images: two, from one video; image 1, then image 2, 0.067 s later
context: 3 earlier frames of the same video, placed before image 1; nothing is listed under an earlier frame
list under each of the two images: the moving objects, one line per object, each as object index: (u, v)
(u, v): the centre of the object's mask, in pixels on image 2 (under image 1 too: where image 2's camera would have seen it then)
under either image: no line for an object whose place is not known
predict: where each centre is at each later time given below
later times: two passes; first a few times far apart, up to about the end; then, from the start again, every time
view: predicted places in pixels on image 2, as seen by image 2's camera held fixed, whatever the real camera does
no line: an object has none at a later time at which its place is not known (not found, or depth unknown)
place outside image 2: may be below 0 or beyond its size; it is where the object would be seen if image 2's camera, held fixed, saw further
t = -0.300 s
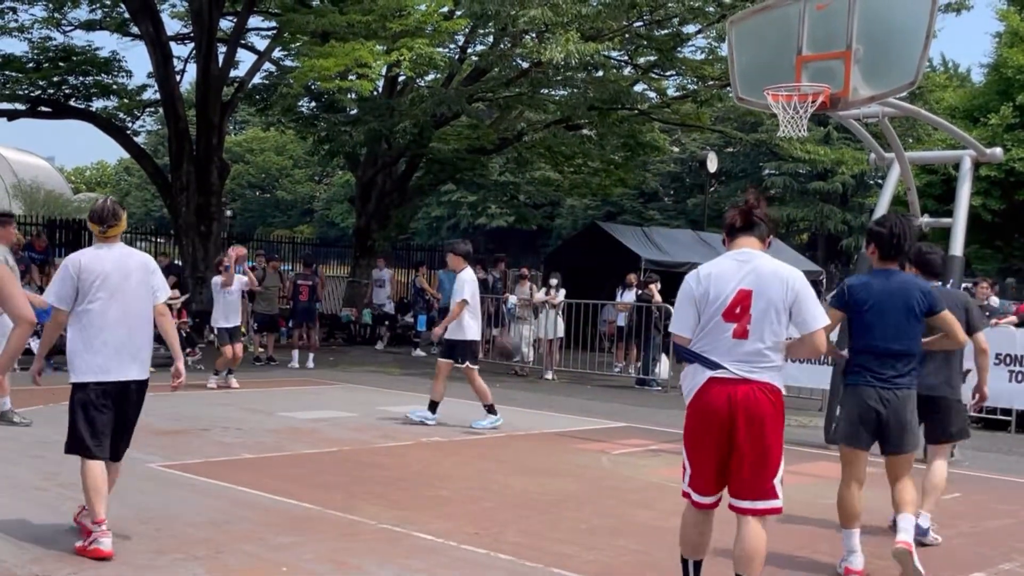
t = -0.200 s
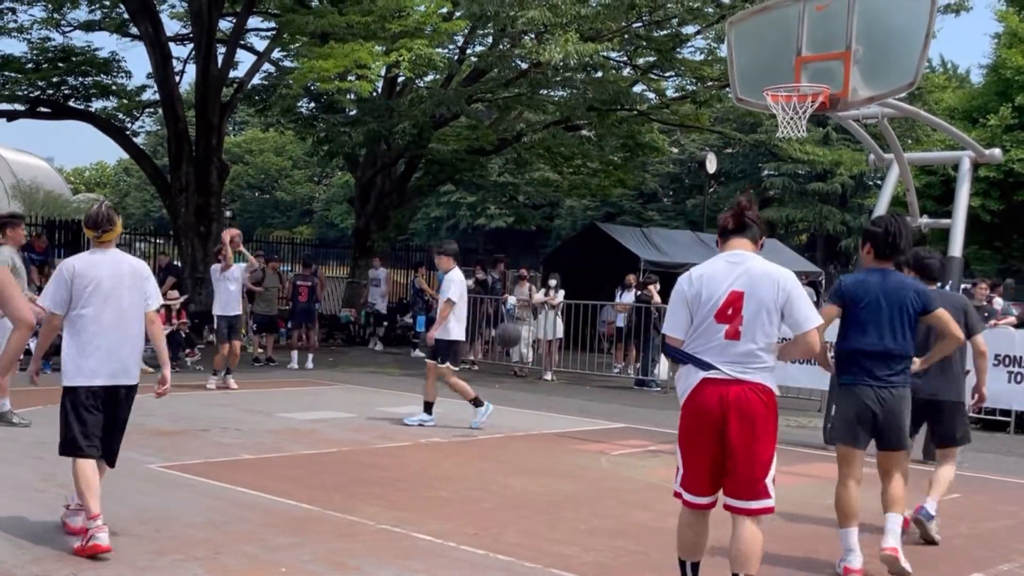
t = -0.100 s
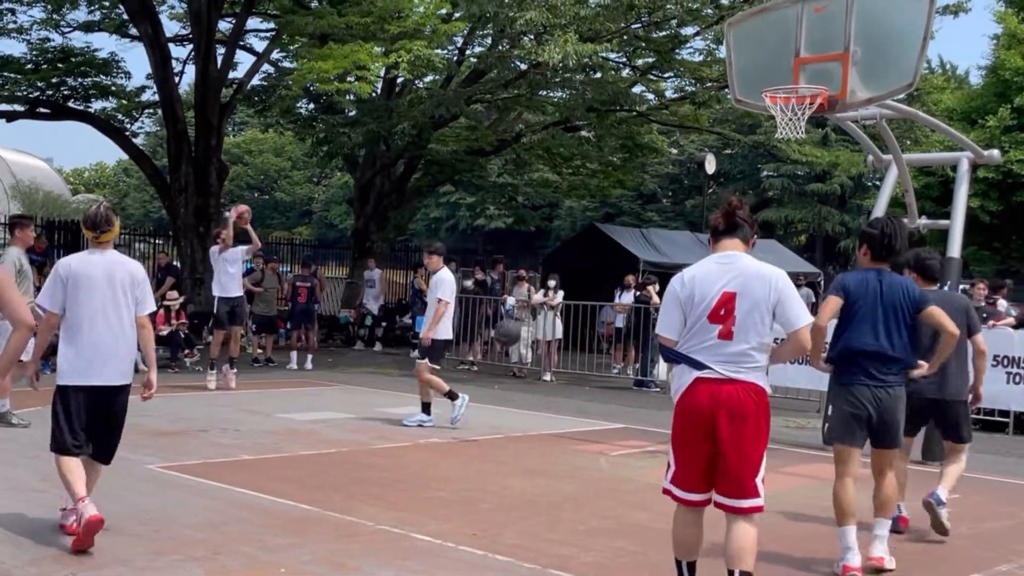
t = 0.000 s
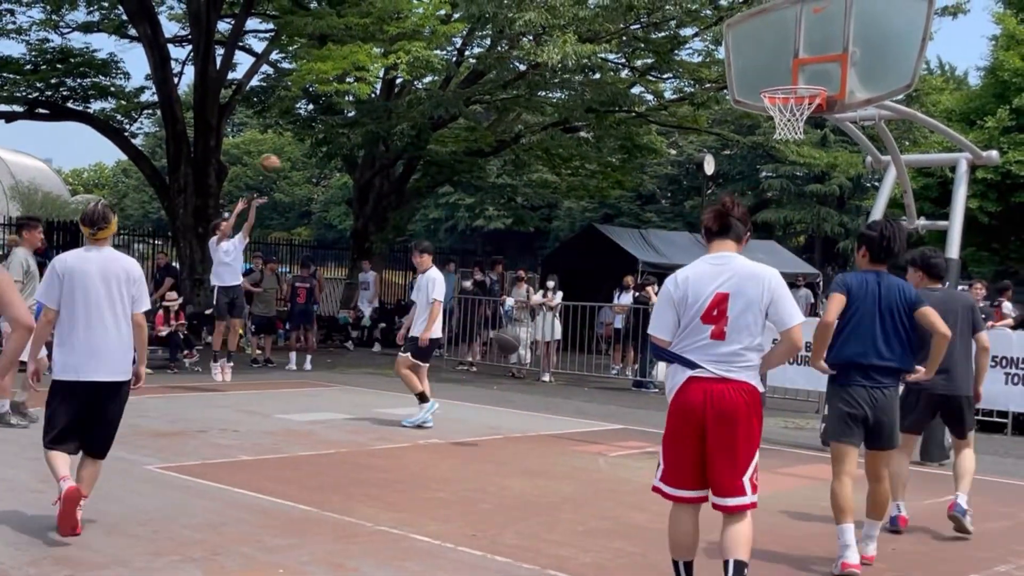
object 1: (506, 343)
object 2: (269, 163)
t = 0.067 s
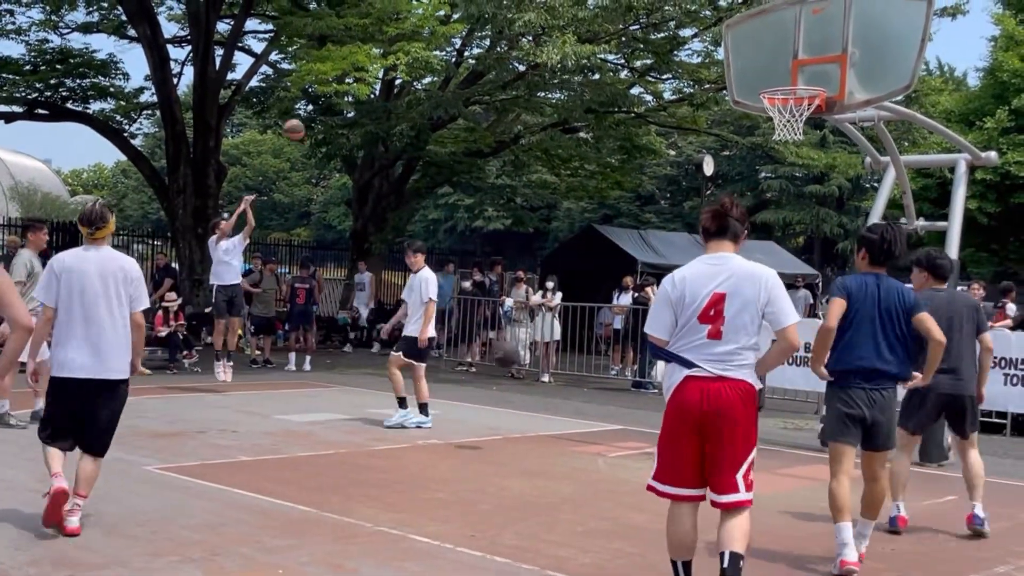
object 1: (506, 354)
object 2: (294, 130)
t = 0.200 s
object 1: (504, 396)
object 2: (345, 69)
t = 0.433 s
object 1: (485, 405)
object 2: (442, 1)
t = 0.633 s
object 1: (454, 368)
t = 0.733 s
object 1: (439, 368)
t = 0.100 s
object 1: (507, 363)
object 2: (305, 113)
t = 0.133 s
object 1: (507, 371)
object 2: (319, 98)
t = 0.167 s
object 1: (504, 383)
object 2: (333, 82)
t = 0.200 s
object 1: (504, 396)
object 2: (345, 69)
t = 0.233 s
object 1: (503, 408)
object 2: (359, 54)
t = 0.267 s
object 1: (503, 423)
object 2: (372, 43)
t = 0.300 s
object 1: (502, 439)
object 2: (386, 31)
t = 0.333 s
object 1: (499, 442)
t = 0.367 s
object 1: (494, 429)
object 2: (414, 10)
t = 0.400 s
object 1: (489, 417)
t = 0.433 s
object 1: (485, 405)
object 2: (442, 1)
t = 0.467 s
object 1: (480, 396)
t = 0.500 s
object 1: (475, 388)
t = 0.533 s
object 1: (470, 381)
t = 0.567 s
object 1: (465, 376)
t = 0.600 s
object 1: (460, 372)
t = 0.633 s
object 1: (454, 368)
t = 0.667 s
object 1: (450, 368)
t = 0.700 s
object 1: (444, 368)
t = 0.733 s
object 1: (439, 368)
